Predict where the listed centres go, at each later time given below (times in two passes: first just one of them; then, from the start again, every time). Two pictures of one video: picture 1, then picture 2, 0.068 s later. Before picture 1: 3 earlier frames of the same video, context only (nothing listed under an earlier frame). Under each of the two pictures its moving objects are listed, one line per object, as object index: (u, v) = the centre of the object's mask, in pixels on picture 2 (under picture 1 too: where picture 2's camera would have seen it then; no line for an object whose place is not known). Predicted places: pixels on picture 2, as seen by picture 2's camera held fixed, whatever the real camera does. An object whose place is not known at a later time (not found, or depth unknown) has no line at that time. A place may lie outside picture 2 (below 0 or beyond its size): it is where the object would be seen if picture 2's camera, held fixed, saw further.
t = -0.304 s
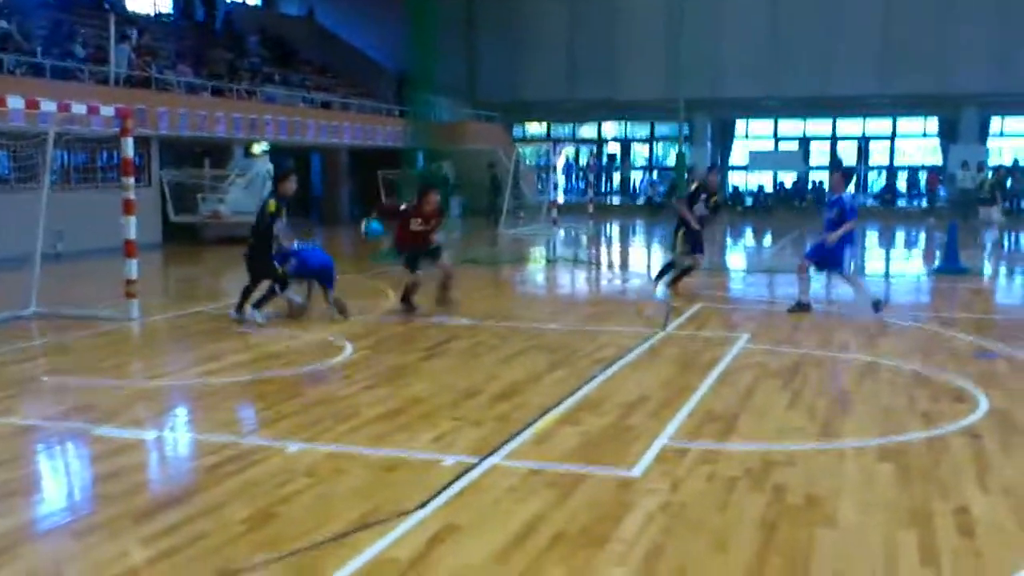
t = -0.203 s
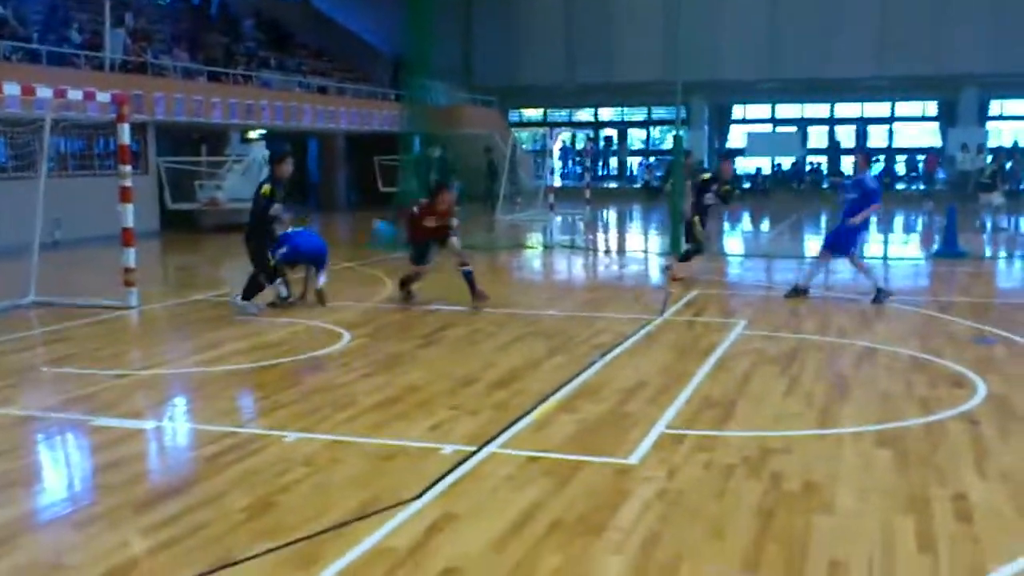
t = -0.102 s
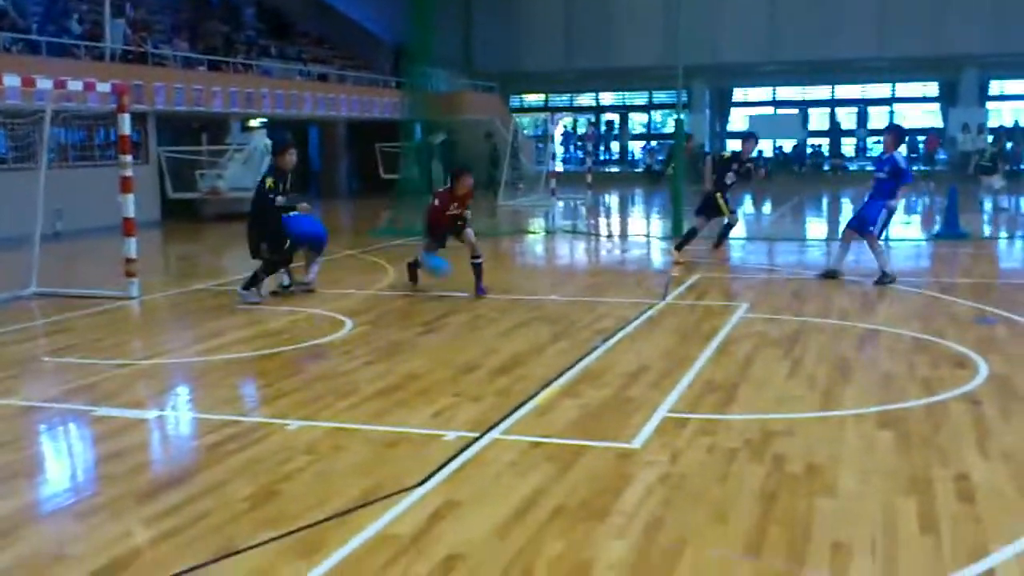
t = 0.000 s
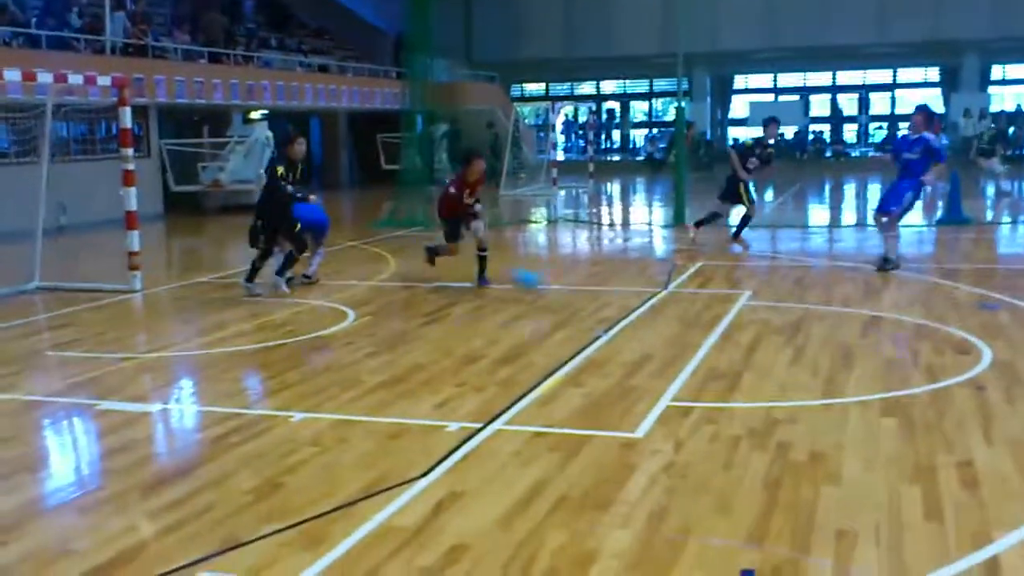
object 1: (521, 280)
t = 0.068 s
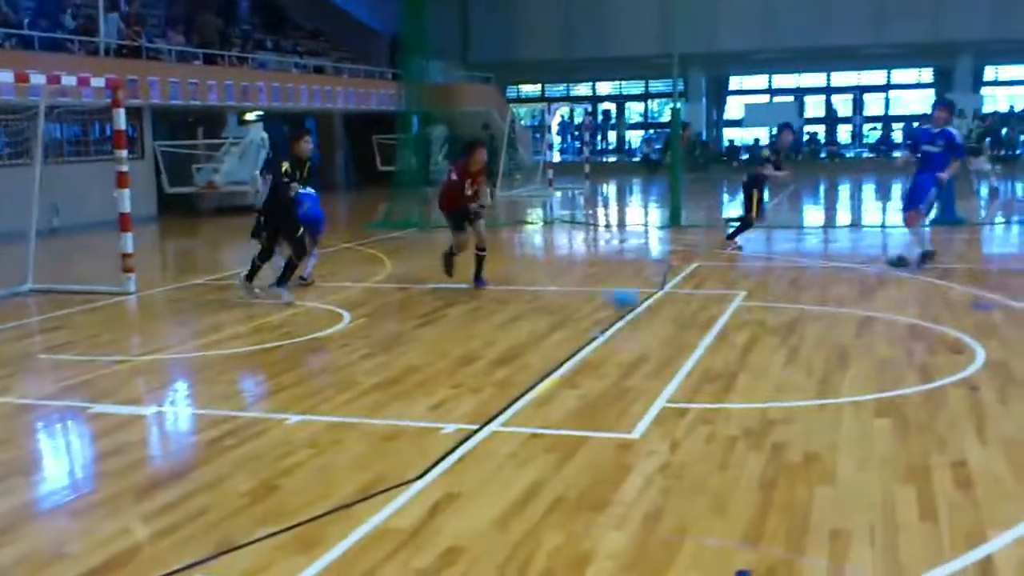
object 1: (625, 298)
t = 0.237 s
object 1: (825, 330)
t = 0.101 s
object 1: (661, 300)
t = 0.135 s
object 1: (697, 305)
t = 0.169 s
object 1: (740, 313)
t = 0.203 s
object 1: (781, 320)
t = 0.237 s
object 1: (825, 330)
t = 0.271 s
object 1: (868, 334)
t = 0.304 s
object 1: (912, 337)
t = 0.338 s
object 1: (962, 346)
